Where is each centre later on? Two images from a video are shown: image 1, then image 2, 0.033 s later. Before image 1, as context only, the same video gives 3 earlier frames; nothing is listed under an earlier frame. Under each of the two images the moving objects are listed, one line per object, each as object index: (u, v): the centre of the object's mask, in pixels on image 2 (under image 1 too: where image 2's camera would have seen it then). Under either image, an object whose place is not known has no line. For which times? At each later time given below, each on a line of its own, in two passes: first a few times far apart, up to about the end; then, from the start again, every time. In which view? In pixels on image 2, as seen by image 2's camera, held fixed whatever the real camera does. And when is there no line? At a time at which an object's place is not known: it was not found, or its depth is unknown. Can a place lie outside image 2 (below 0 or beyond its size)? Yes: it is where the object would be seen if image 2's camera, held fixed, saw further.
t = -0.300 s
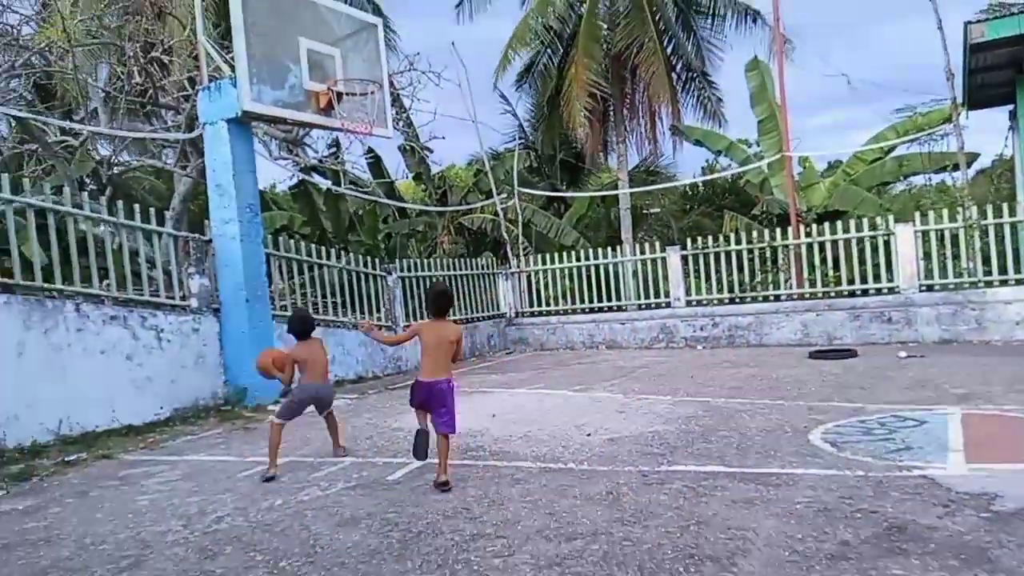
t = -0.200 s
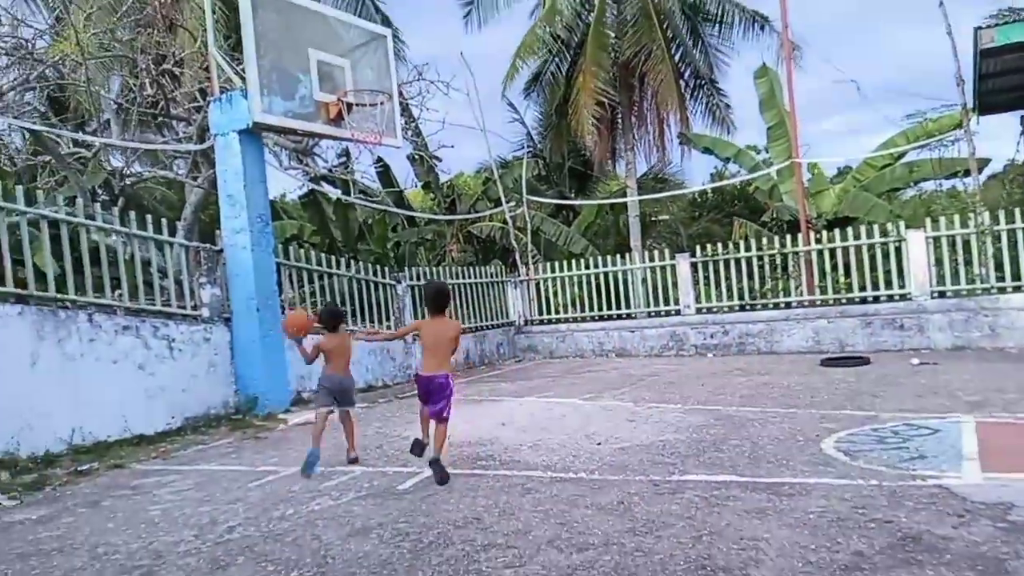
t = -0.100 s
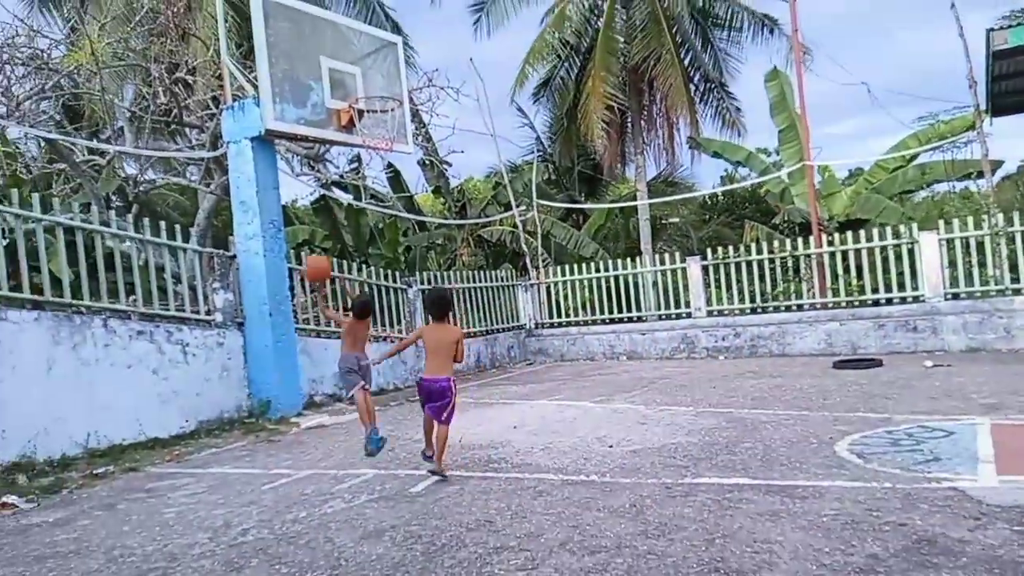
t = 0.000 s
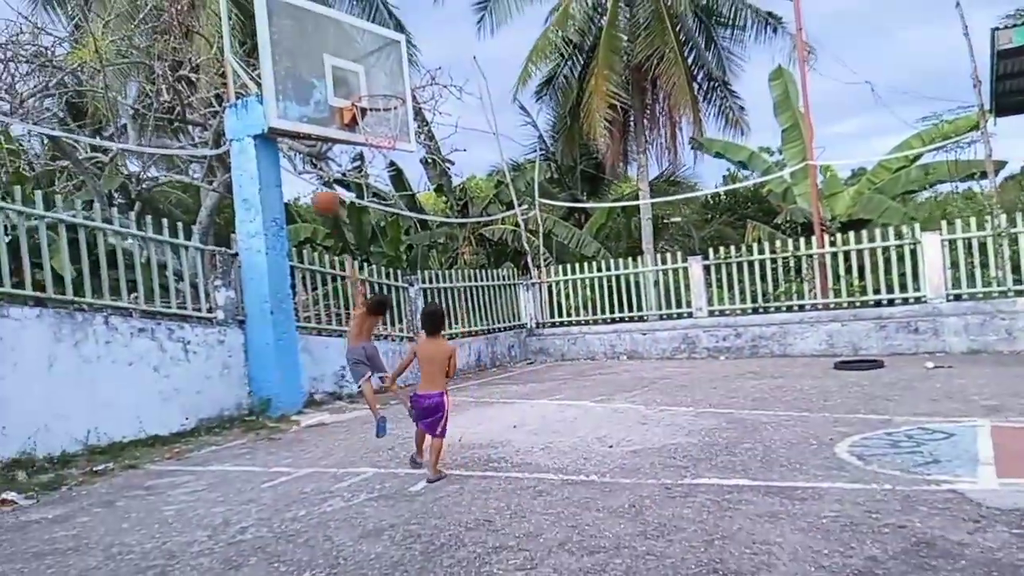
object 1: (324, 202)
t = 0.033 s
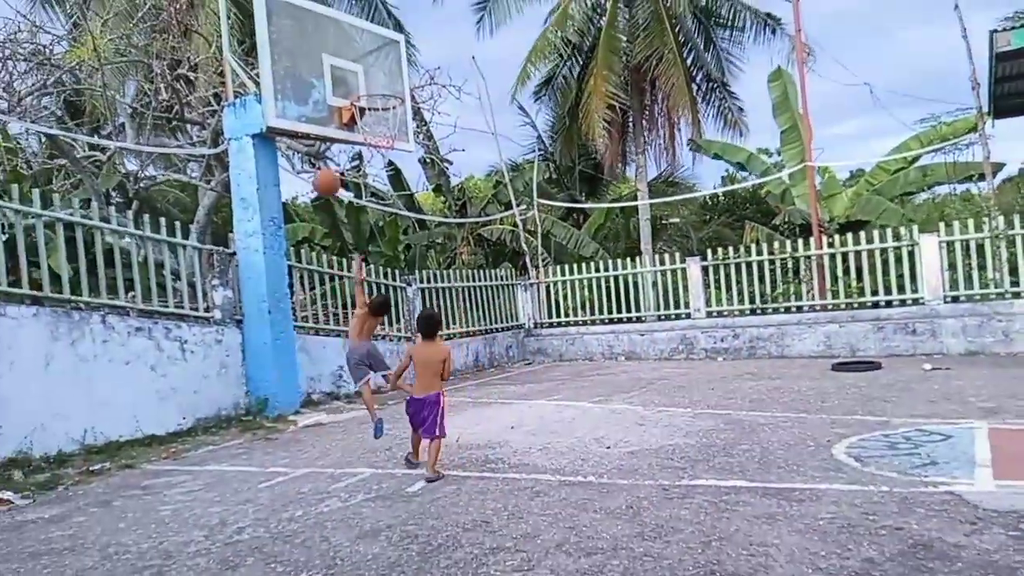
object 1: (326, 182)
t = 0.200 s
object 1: (342, 119)
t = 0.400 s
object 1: (334, 106)
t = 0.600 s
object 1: (290, 154)
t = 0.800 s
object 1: (244, 264)
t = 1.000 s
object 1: (198, 444)
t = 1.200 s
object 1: (150, 361)
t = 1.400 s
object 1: (101, 277)
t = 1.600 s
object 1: (53, 246)
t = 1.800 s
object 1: (7, 276)
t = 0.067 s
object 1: (330, 166)
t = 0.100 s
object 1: (331, 153)
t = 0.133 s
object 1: (334, 140)
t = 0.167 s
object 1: (337, 129)
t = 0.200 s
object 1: (342, 119)
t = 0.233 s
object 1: (345, 112)
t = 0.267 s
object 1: (347, 104)
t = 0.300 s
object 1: (351, 100)
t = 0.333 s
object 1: (347, 101)
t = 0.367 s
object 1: (341, 102)
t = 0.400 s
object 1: (334, 106)
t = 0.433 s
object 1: (325, 110)
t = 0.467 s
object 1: (318, 116)
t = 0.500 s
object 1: (311, 123)
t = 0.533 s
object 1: (301, 131)
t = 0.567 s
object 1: (295, 143)
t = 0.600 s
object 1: (290, 154)
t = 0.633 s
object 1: (282, 168)
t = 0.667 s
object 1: (273, 185)
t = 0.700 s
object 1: (267, 200)
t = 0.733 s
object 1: (259, 220)
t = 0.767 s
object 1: (252, 241)
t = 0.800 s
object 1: (244, 264)
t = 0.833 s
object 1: (237, 288)
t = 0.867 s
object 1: (230, 316)
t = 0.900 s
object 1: (221, 345)
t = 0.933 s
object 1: (214, 375)
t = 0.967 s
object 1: (206, 410)
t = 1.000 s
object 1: (198, 444)
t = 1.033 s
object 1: (191, 466)
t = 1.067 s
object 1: (183, 442)
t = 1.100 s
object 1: (175, 420)
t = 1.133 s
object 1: (166, 399)
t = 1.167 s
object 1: (158, 379)
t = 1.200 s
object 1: (150, 361)
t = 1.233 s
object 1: (142, 343)
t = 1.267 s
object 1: (133, 327)
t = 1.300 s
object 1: (126, 313)
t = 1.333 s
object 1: (117, 300)
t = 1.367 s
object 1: (108, 288)
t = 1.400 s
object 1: (101, 277)
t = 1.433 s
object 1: (94, 268)
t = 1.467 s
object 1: (85, 261)
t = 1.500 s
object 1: (77, 255)
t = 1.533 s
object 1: (69, 250)
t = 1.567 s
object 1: (63, 247)
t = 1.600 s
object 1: (53, 246)
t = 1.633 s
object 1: (45, 246)
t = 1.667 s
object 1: (36, 249)
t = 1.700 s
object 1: (31, 251)
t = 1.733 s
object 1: (22, 258)
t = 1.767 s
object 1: (15, 266)
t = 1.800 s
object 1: (7, 276)
